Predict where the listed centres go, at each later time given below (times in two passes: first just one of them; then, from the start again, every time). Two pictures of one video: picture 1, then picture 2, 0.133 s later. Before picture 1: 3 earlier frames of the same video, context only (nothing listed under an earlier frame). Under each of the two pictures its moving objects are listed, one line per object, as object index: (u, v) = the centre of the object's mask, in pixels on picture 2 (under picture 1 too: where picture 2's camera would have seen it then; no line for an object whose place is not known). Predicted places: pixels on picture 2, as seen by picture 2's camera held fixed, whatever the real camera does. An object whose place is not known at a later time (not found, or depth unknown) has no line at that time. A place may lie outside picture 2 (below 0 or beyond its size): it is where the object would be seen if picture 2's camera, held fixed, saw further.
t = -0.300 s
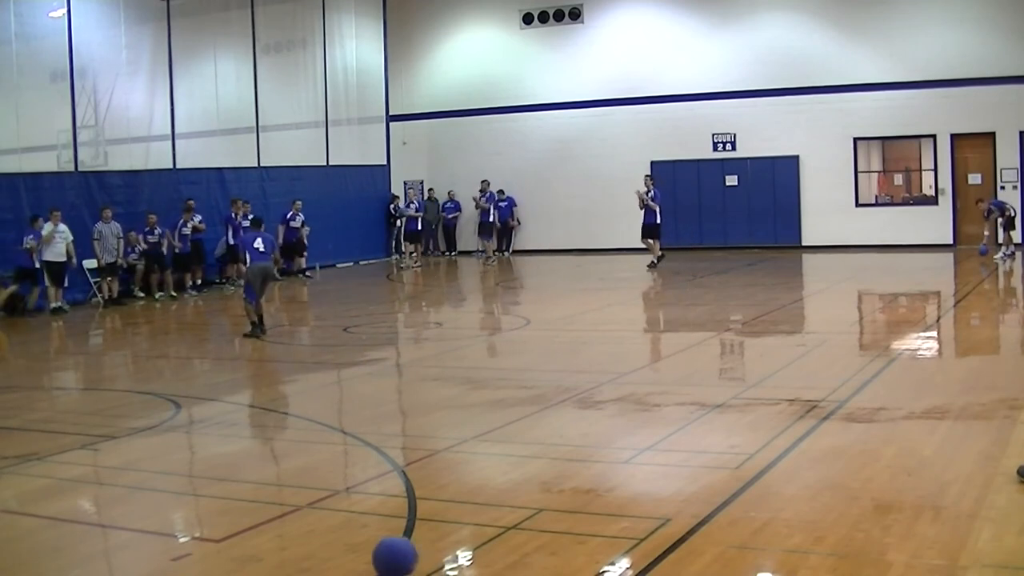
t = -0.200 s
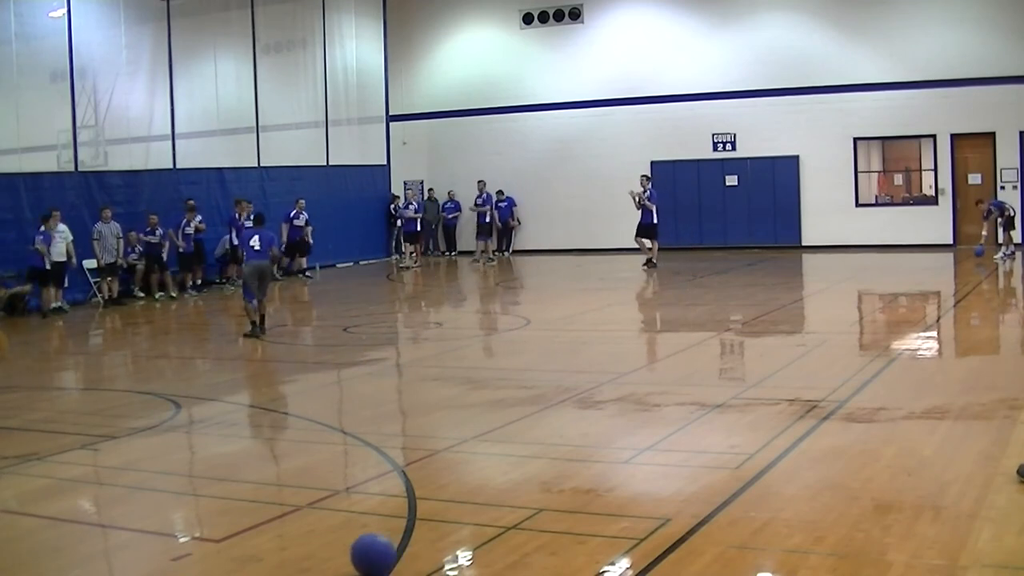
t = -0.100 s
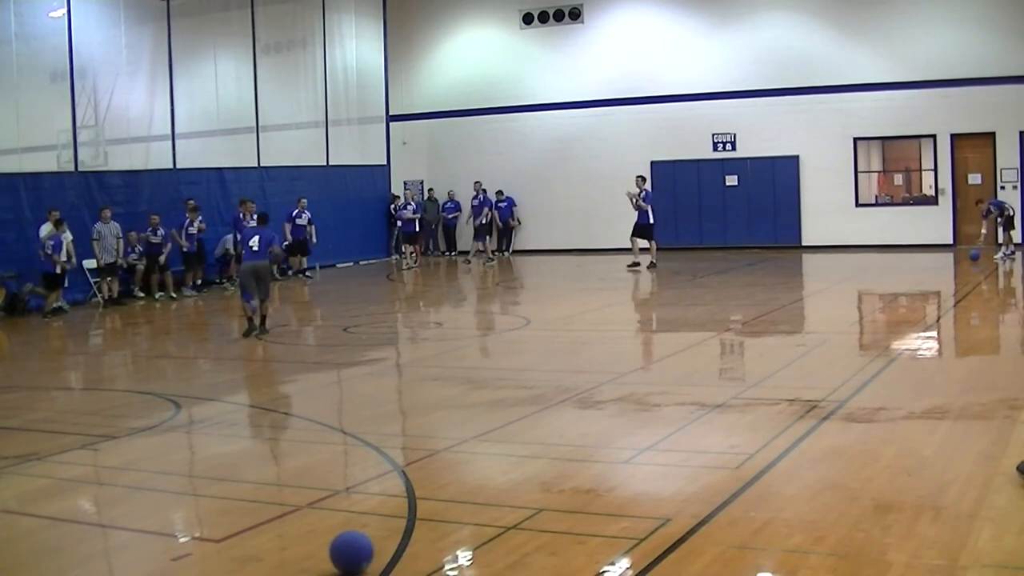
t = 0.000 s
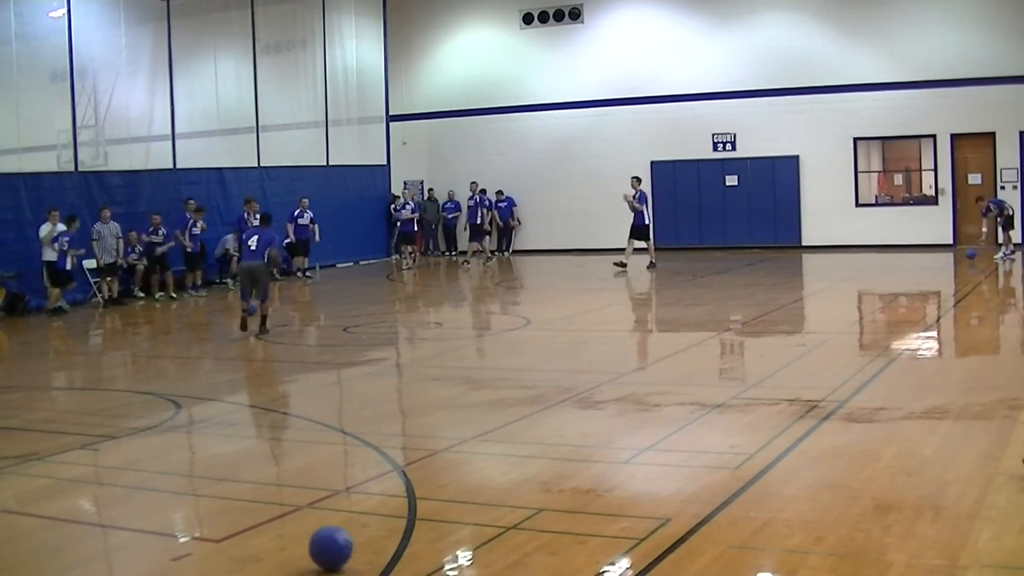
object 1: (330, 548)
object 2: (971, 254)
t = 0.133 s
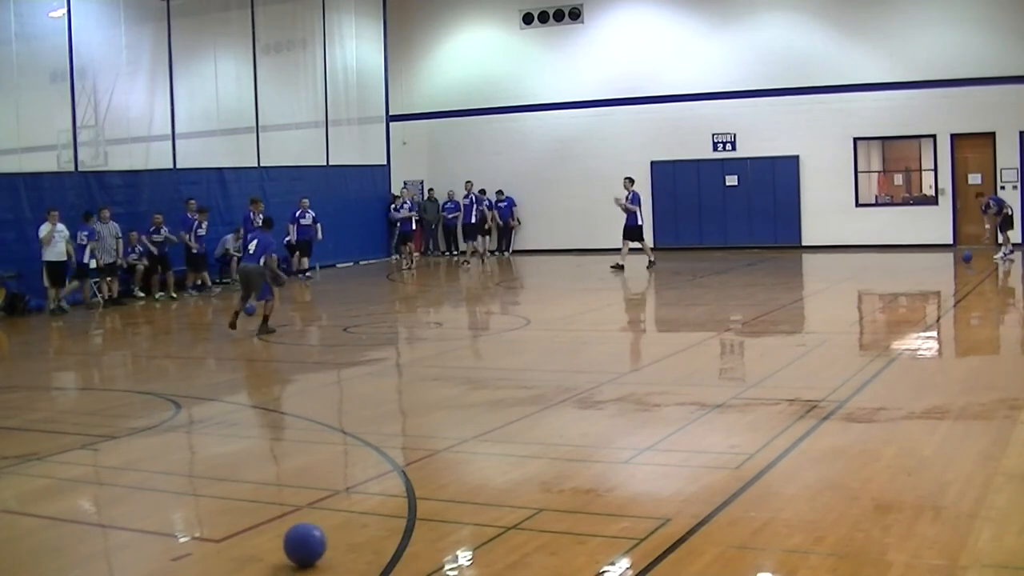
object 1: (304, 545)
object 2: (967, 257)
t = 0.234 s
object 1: (286, 542)
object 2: (964, 256)
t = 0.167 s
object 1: (298, 545)
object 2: (966, 256)
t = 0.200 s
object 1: (292, 543)
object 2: (964, 256)
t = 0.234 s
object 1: (286, 542)
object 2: (964, 256)
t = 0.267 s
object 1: (280, 542)
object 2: (963, 257)
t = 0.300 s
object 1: (274, 540)
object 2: (962, 258)
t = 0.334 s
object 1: (269, 539)
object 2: (959, 258)
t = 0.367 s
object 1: (263, 538)
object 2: (959, 258)
